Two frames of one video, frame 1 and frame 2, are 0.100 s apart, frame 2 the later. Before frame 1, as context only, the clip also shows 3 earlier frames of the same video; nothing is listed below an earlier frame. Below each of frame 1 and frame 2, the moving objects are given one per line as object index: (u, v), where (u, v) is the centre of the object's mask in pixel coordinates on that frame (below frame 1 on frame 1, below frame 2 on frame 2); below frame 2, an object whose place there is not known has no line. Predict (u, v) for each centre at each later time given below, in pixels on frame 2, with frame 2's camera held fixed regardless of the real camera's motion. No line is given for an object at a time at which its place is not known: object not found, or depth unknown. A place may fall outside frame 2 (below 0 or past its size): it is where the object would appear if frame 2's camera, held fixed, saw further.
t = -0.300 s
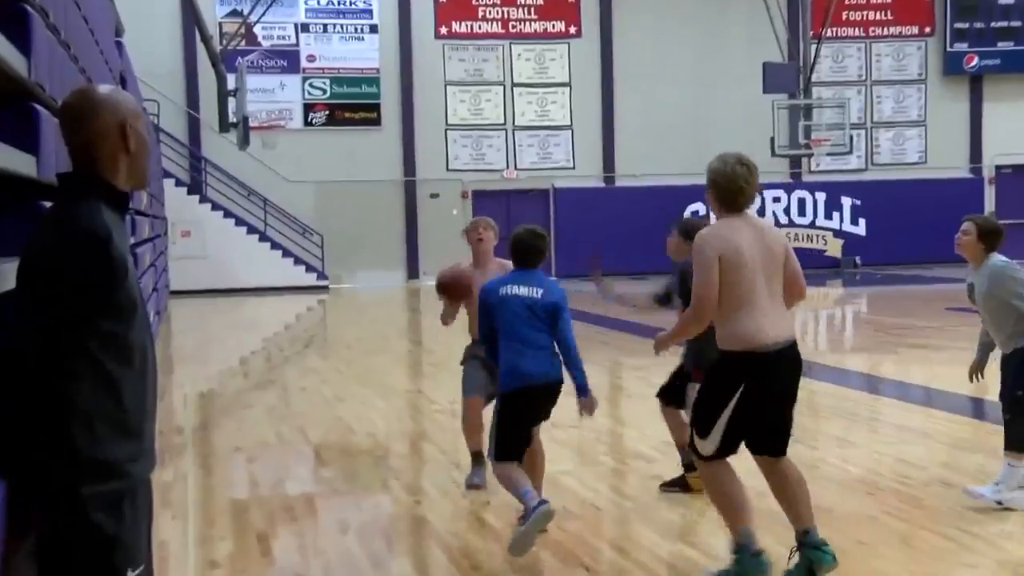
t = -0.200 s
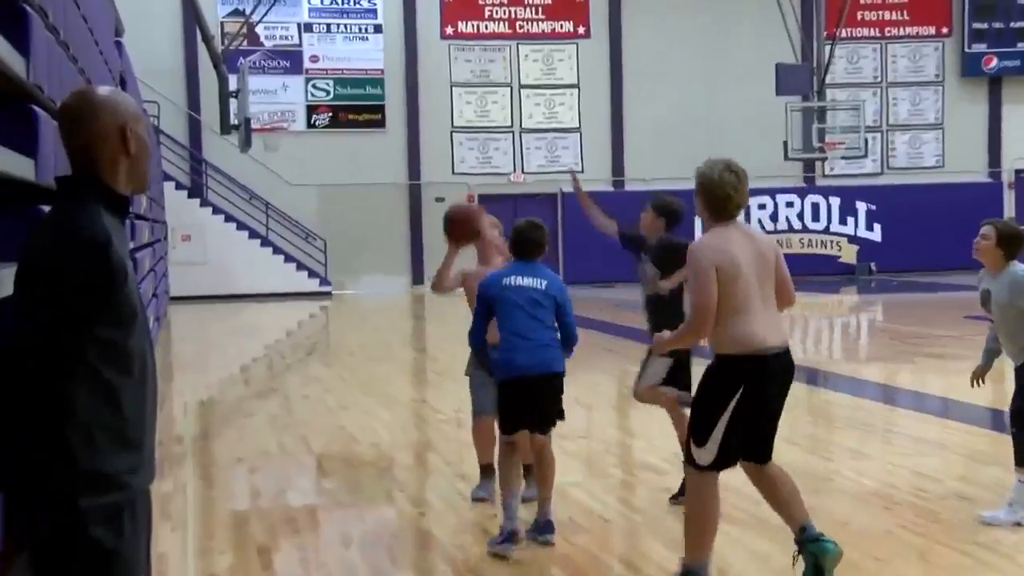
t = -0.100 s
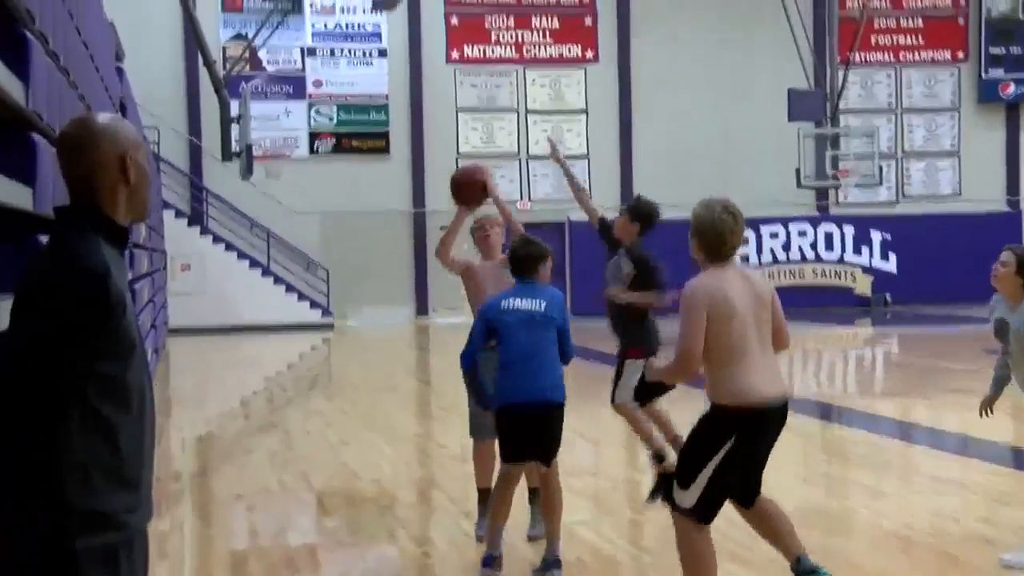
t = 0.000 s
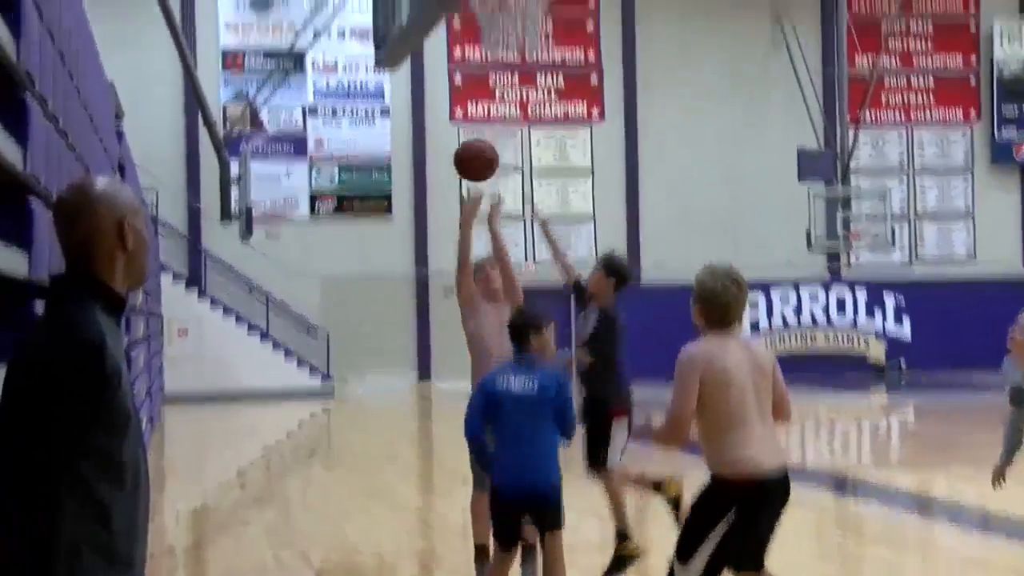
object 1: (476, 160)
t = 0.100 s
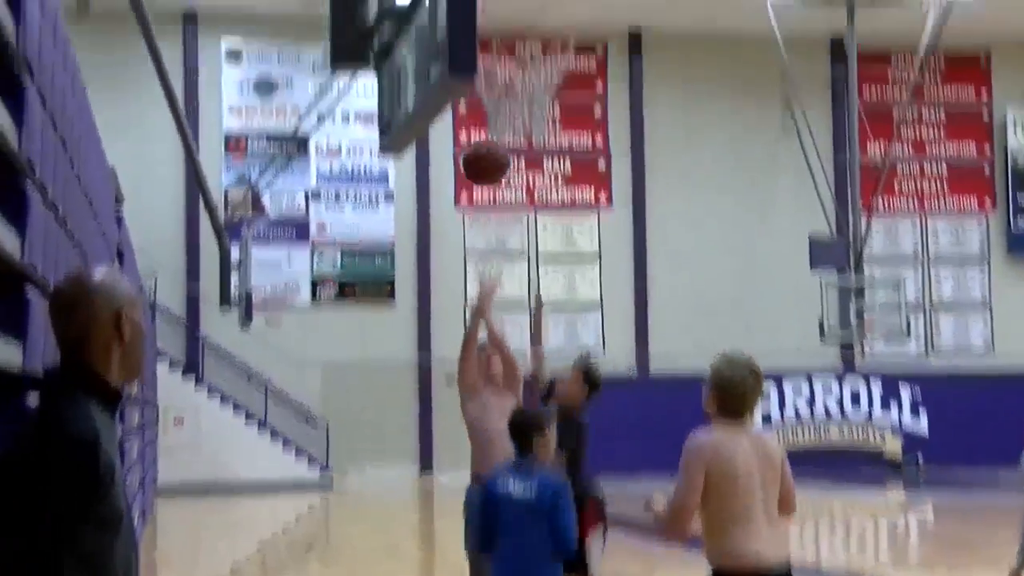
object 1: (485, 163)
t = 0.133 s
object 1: (480, 139)
